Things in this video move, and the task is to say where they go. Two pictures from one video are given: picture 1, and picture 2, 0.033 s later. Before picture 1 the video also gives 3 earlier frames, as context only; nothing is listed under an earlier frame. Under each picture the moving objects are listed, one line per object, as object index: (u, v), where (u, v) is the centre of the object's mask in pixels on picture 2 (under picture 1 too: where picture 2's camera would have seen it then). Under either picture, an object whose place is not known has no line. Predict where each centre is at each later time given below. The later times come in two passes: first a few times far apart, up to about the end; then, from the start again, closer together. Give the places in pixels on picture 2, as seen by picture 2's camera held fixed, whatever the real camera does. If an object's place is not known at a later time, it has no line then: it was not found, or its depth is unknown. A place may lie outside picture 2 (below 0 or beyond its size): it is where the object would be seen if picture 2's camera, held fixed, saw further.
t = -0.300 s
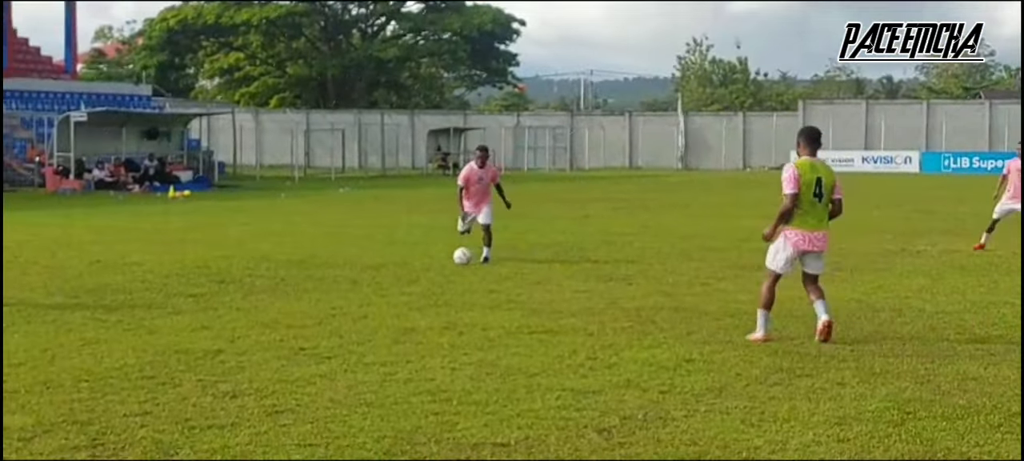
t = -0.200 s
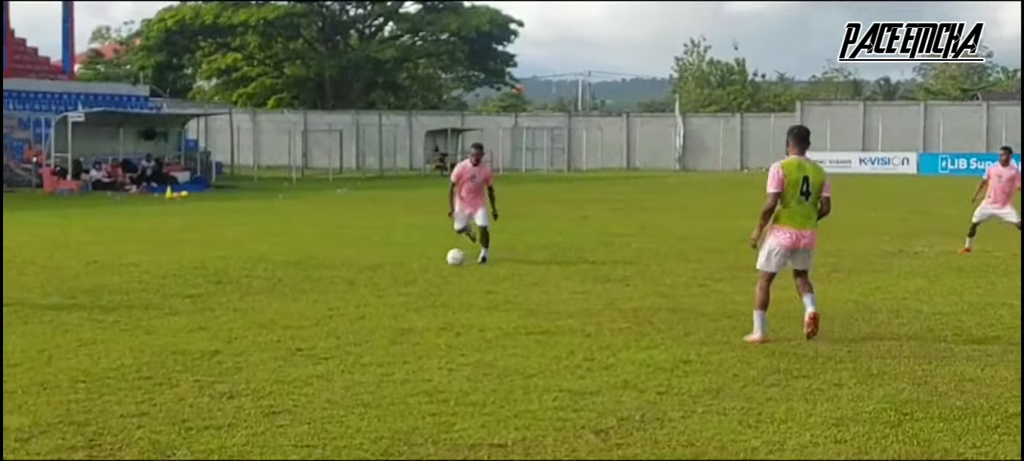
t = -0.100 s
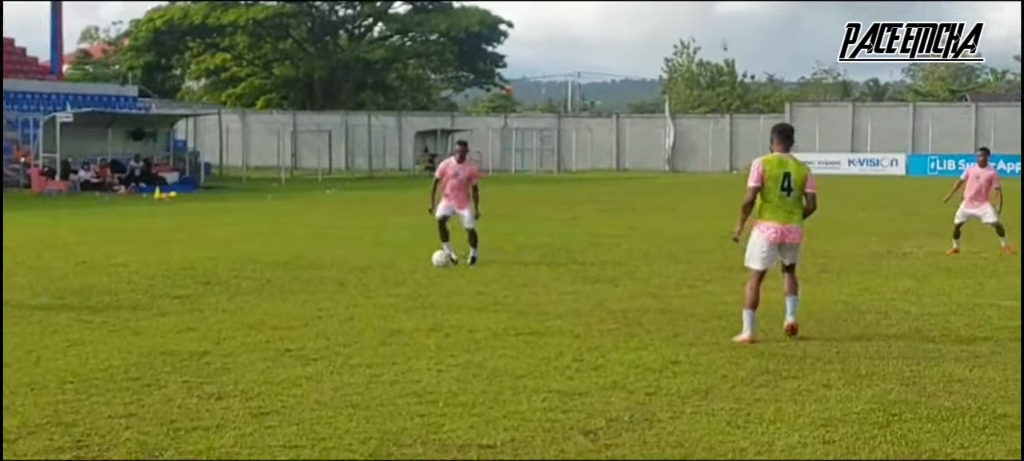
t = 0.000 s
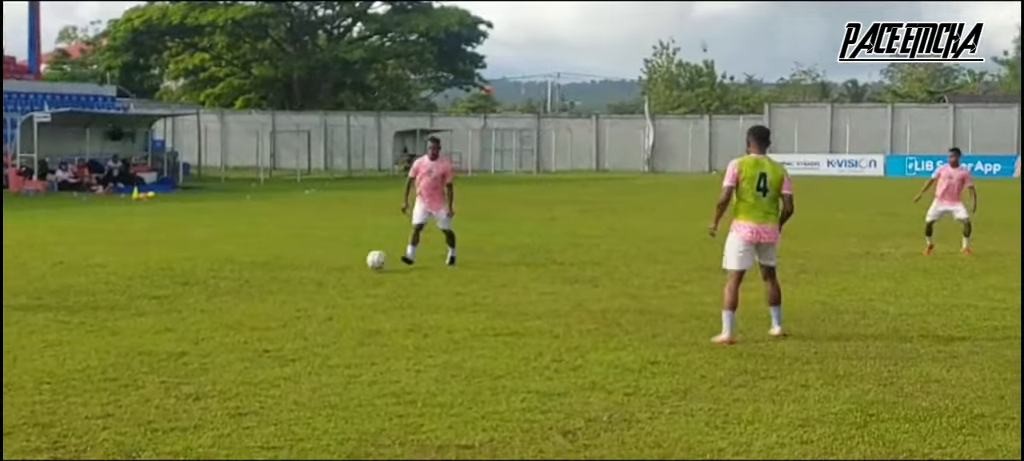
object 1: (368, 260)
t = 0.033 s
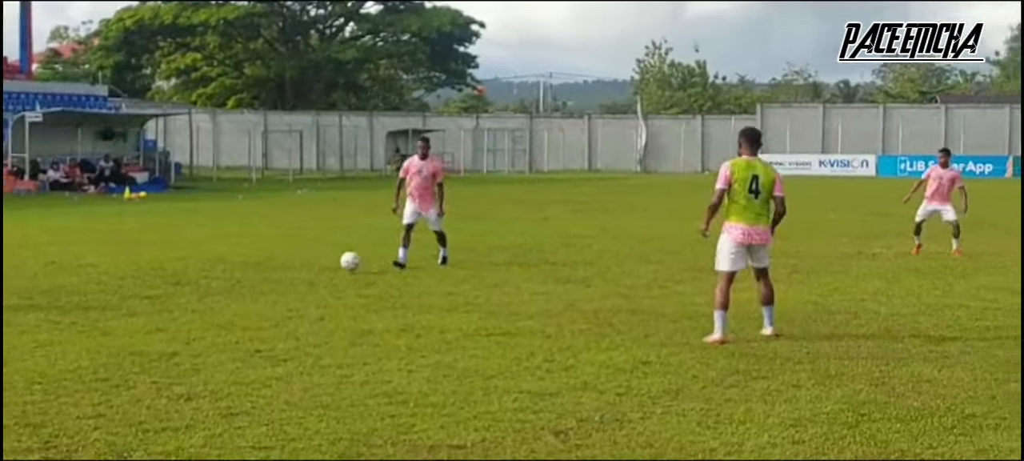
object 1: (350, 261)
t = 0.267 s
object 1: (222, 264)
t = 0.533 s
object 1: (71, 282)
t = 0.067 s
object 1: (331, 263)
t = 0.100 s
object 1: (312, 267)
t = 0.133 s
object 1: (293, 268)
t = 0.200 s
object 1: (258, 265)
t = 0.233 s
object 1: (241, 264)
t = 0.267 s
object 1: (222, 264)
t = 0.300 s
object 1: (204, 266)
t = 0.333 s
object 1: (185, 268)
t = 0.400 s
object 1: (145, 276)
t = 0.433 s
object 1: (125, 281)
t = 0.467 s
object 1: (107, 281)
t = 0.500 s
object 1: (89, 281)
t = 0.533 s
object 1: (71, 282)
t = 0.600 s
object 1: (33, 288)
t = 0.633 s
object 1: (15, 290)
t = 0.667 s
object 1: (-2, 290)
